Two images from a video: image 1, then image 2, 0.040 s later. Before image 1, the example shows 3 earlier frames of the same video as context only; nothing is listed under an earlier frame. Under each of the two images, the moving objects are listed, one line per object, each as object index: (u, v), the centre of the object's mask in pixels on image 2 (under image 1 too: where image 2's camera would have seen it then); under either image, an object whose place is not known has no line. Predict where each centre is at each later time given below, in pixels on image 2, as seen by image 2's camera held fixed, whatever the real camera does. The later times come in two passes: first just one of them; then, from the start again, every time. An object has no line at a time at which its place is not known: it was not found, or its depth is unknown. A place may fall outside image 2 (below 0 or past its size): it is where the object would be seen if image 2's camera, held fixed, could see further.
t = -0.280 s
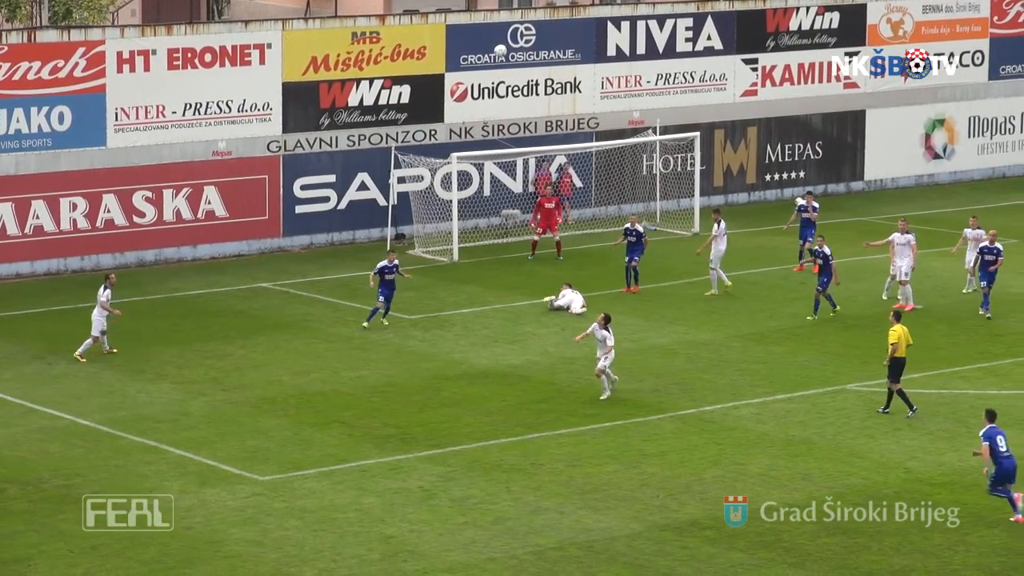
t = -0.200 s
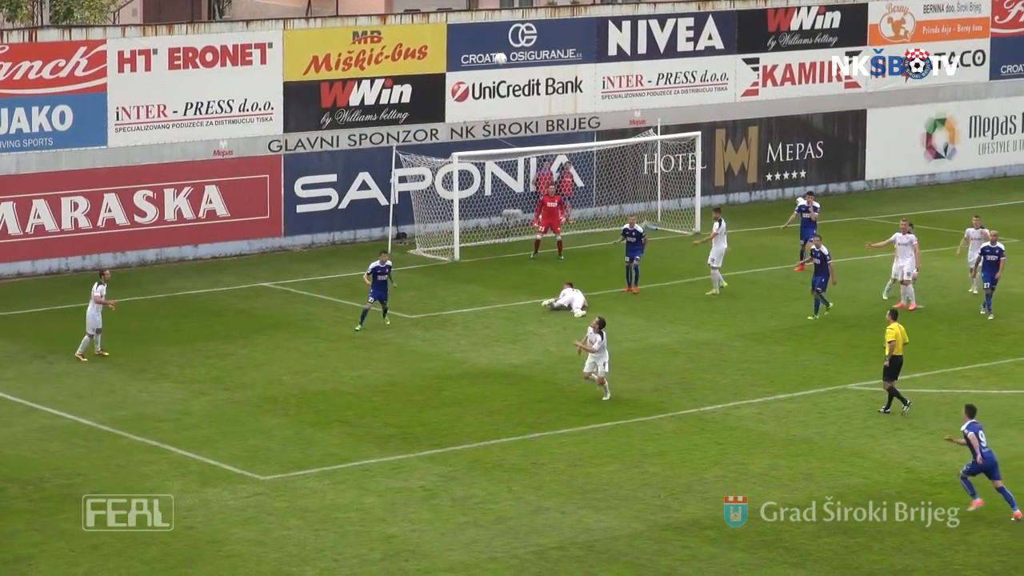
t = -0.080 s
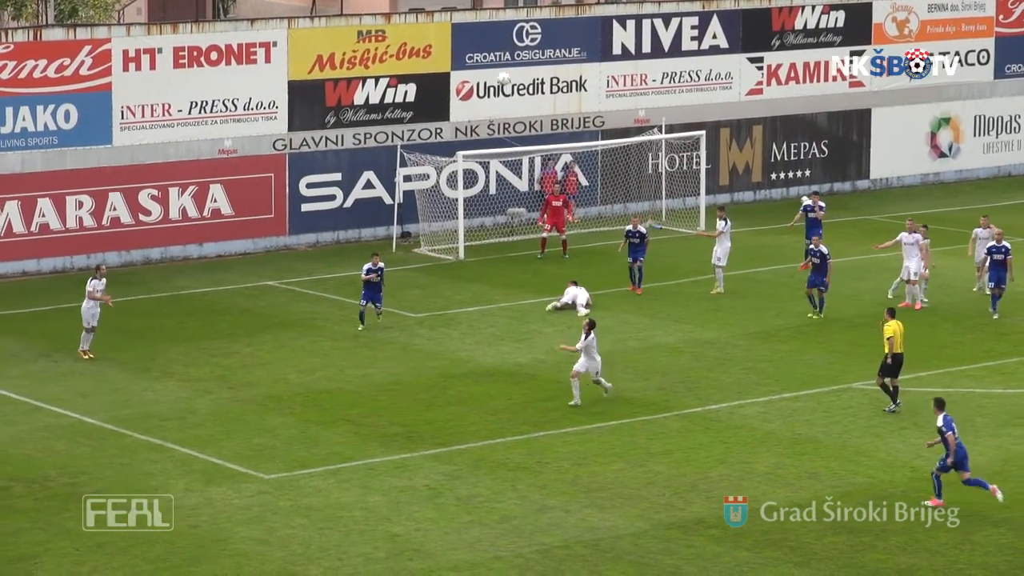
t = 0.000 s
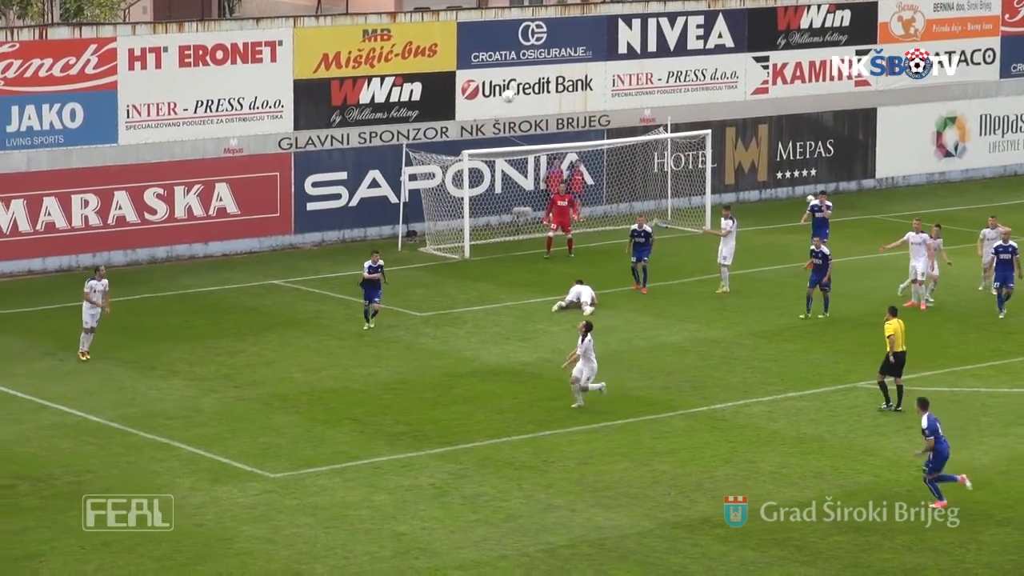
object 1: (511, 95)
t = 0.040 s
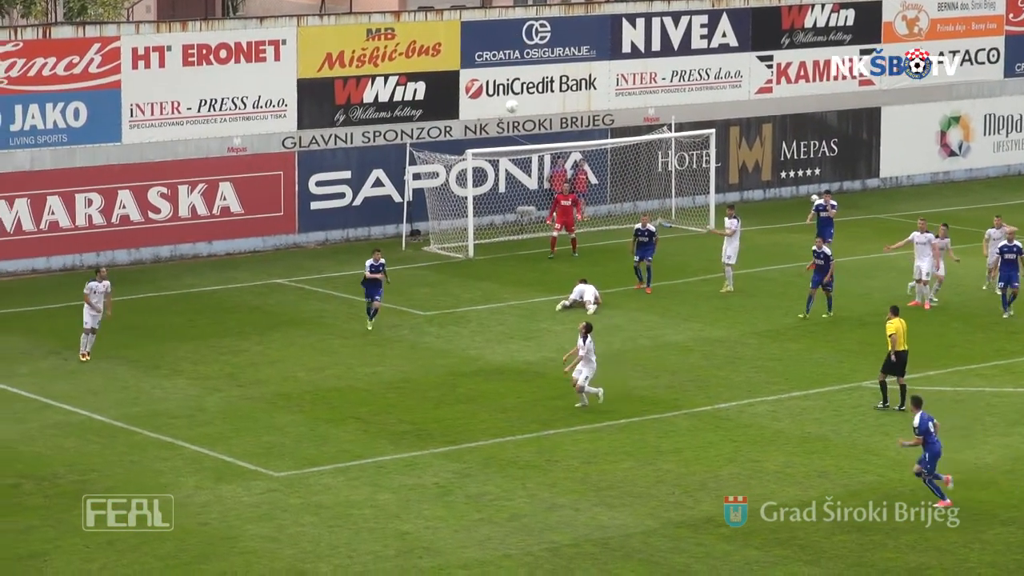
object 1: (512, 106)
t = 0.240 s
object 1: (511, 174)
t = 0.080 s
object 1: (511, 117)
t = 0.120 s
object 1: (511, 131)
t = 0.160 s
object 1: (511, 144)
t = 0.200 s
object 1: (512, 159)
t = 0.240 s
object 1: (511, 174)
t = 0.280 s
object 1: (512, 190)
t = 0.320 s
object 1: (512, 208)
